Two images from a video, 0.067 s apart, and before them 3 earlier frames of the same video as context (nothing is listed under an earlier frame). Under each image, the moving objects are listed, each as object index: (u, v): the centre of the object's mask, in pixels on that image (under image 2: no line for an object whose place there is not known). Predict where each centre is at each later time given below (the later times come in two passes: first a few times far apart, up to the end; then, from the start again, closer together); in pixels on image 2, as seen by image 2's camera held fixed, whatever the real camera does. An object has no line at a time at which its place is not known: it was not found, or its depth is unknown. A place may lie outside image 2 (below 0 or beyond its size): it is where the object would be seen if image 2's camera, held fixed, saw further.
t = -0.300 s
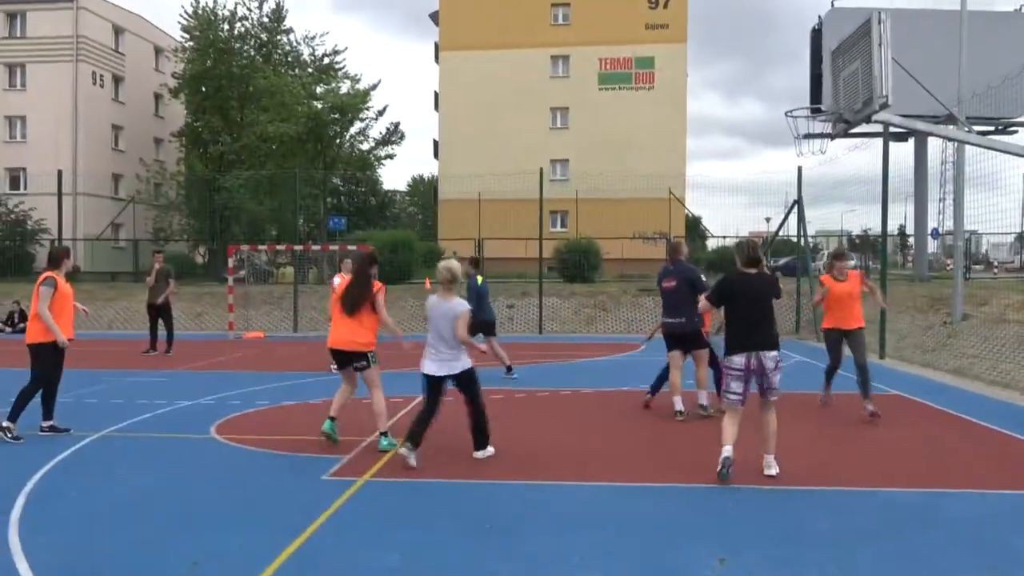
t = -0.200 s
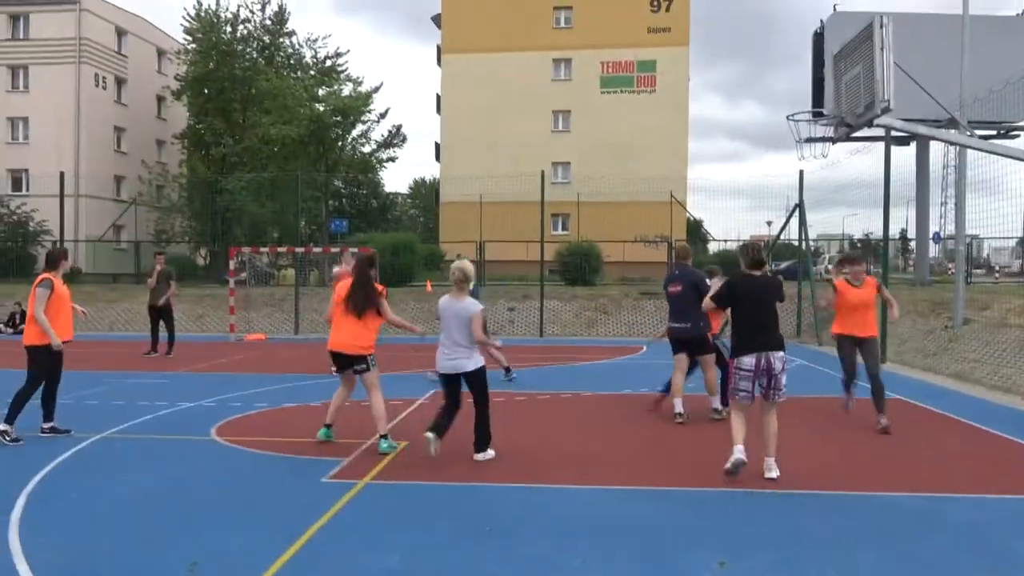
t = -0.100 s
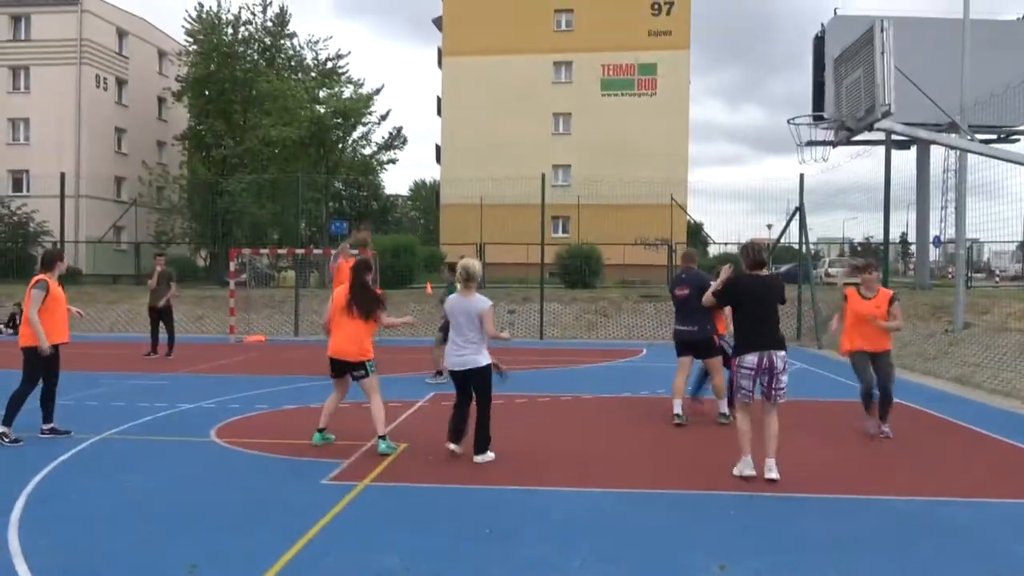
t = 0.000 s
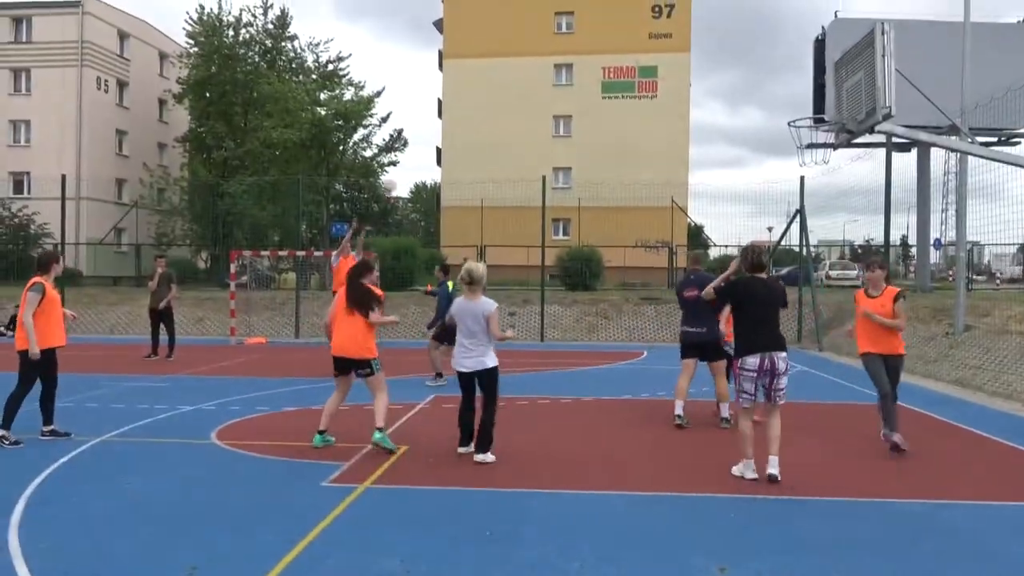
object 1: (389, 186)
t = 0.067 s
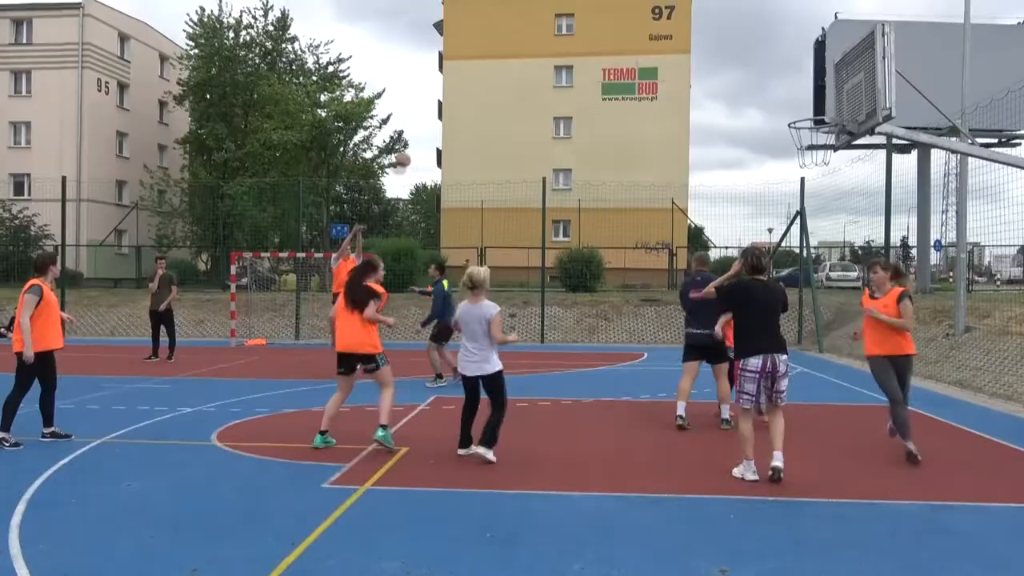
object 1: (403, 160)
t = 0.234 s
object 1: (443, 95)
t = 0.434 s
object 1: (497, 35)
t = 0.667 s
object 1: (568, -4)
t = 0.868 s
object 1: (634, -6)
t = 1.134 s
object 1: (730, 51)
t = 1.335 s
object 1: (814, 122)
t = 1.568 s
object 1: (803, 155)
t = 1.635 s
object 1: (801, 163)
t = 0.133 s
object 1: (417, 134)
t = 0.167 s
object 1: (427, 118)
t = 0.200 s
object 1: (433, 107)
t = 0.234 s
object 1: (443, 95)
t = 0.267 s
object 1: (452, 82)
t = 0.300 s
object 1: (459, 72)
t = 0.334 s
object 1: (469, 63)
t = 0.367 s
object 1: (480, 53)
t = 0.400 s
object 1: (486, 44)
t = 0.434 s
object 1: (497, 35)
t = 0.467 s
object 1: (509, 26)
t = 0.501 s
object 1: (514, 20)
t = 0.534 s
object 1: (527, 13)
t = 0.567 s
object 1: (537, 8)
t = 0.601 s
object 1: (545, 4)
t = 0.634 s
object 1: (555, 0)
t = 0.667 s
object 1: (568, -4)
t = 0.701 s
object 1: (577, -7)
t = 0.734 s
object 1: (589, -10)
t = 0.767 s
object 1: (602, -10)
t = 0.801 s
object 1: (611, -9)
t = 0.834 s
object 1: (621, -8)
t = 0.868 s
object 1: (634, -6)
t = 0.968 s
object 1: (665, 10)
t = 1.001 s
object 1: (677, 16)
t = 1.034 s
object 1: (689, 22)
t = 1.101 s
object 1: (718, 41)
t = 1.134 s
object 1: (730, 51)
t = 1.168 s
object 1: (745, 65)
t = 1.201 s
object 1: (758, 79)
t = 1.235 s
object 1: (771, 92)
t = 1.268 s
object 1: (789, 111)
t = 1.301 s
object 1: (799, 118)
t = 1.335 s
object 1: (814, 122)
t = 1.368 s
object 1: (820, 131)
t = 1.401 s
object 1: (818, 136)
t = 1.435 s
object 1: (814, 140)
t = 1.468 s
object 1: (810, 143)
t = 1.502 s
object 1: (807, 147)
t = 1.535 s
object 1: (805, 151)
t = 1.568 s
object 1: (803, 155)
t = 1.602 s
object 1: (802, 159)
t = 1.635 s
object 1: (801, 163)
